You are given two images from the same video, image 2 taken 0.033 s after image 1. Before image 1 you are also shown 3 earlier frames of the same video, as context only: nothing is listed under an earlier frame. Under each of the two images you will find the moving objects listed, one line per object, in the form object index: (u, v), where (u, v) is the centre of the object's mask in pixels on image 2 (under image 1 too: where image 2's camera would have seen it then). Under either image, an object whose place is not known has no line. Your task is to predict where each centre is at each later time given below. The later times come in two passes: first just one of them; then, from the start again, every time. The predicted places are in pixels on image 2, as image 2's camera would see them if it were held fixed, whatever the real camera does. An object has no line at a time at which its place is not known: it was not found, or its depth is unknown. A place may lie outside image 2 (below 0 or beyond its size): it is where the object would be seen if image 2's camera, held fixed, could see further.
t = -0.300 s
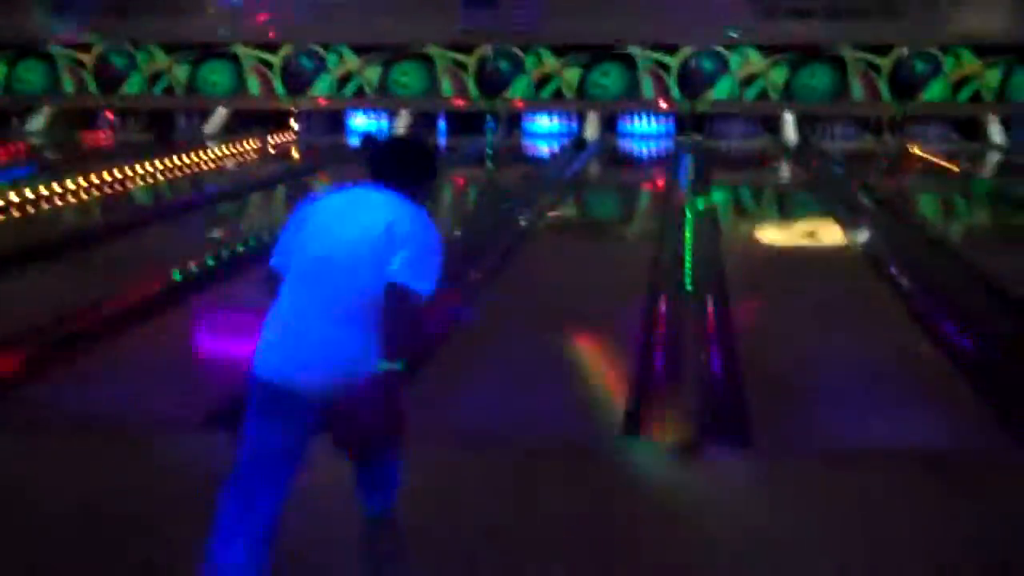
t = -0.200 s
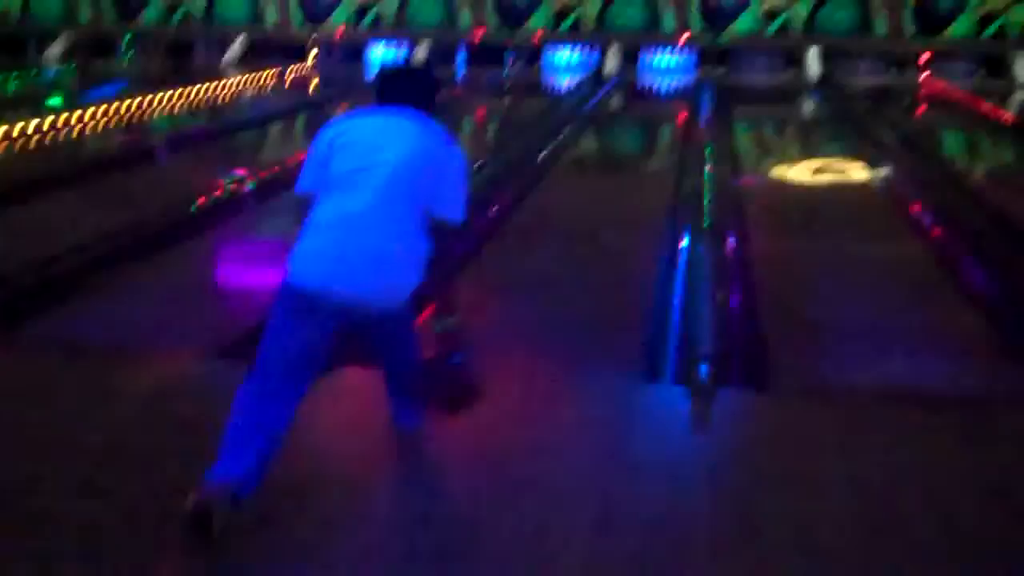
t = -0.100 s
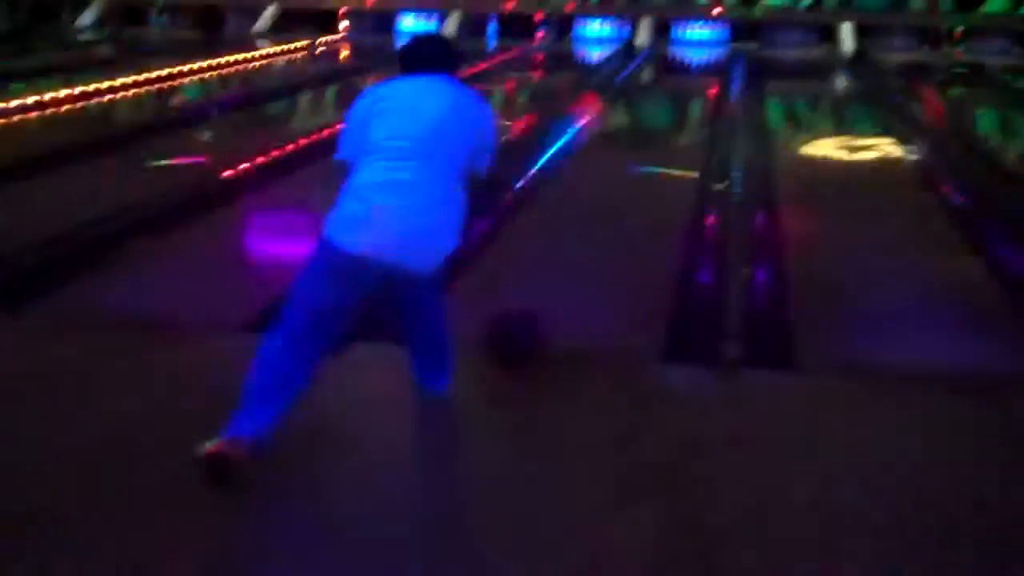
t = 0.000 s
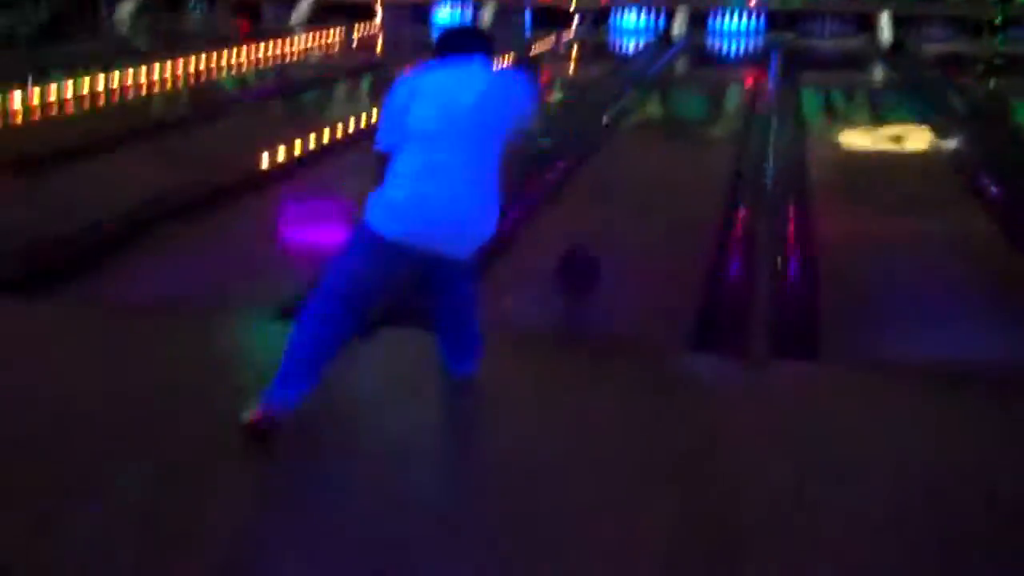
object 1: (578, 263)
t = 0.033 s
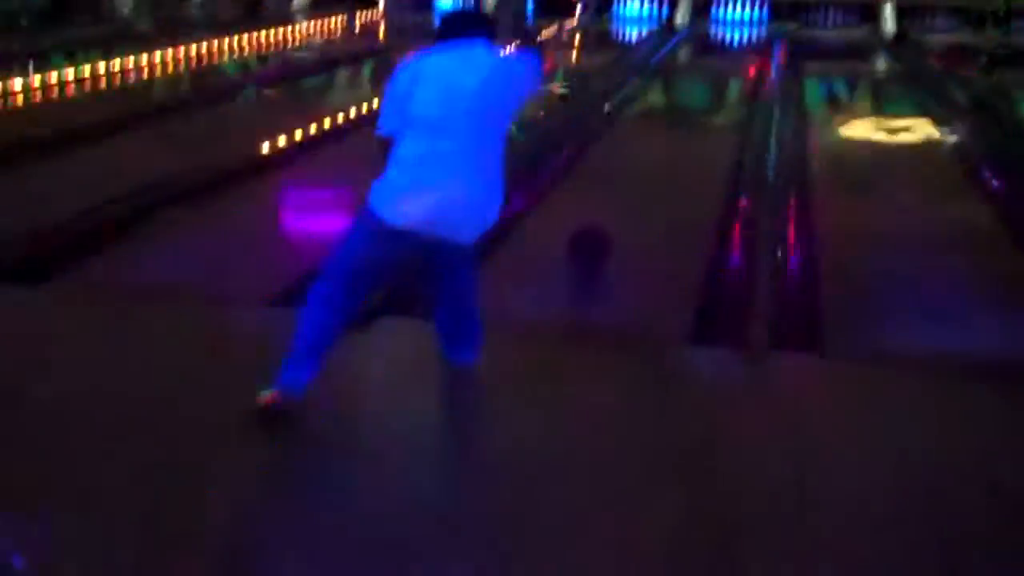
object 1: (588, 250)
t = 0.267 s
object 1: (634, 183)
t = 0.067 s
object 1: (598, 244)
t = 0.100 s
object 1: (605, 231)
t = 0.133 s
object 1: (611, 220)
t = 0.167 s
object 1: (620, 209)
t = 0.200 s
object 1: (627, 197)
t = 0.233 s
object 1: (630, 191)
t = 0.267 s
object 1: (634, 183)
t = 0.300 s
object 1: (640, 177)
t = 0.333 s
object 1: (645, 165)
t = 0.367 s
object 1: (650, 155)
